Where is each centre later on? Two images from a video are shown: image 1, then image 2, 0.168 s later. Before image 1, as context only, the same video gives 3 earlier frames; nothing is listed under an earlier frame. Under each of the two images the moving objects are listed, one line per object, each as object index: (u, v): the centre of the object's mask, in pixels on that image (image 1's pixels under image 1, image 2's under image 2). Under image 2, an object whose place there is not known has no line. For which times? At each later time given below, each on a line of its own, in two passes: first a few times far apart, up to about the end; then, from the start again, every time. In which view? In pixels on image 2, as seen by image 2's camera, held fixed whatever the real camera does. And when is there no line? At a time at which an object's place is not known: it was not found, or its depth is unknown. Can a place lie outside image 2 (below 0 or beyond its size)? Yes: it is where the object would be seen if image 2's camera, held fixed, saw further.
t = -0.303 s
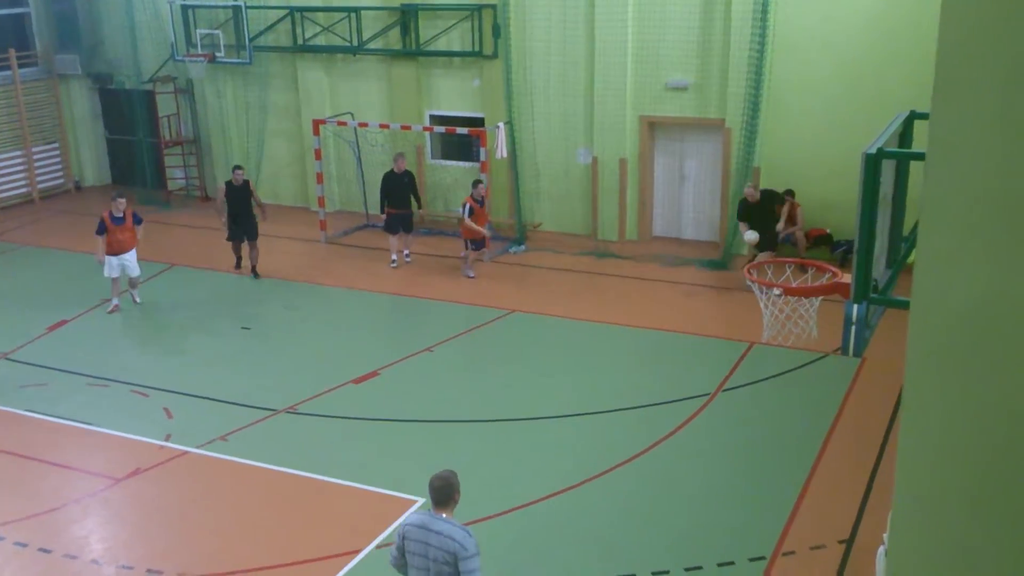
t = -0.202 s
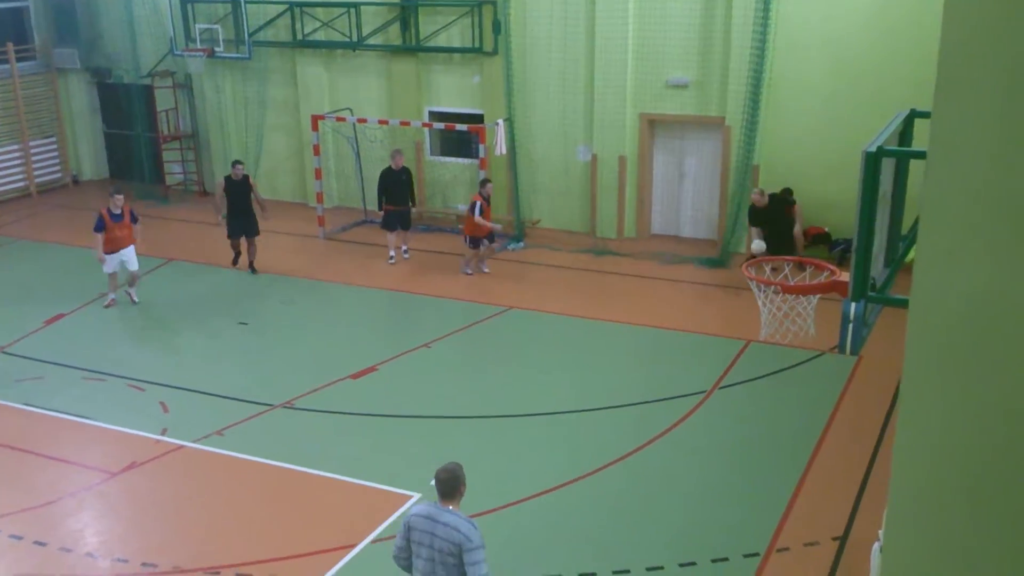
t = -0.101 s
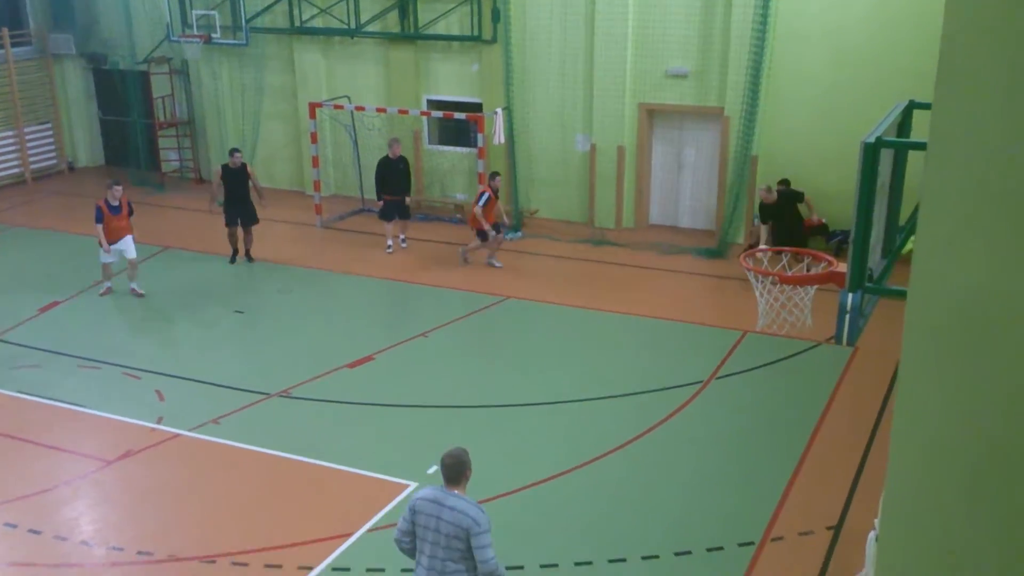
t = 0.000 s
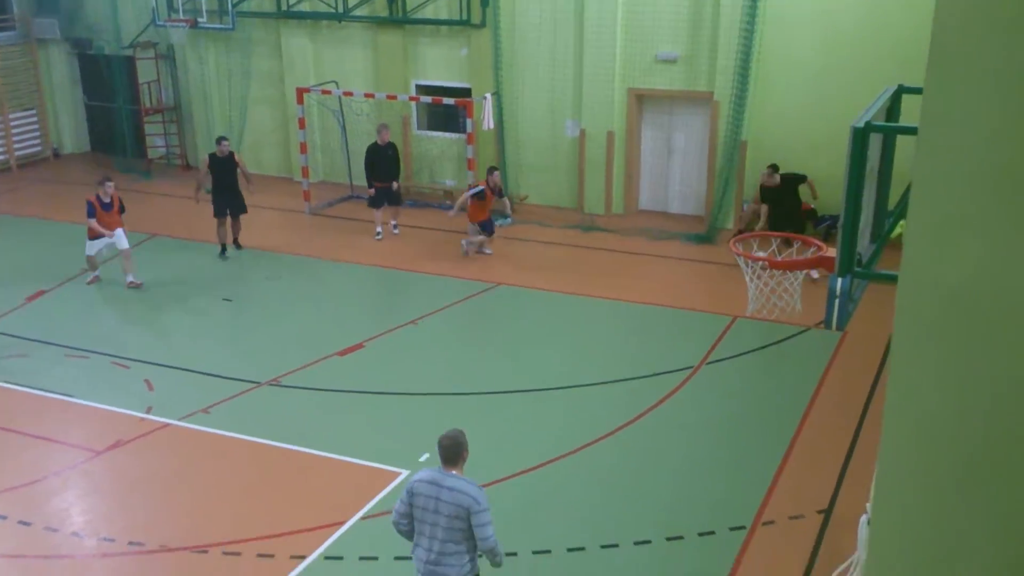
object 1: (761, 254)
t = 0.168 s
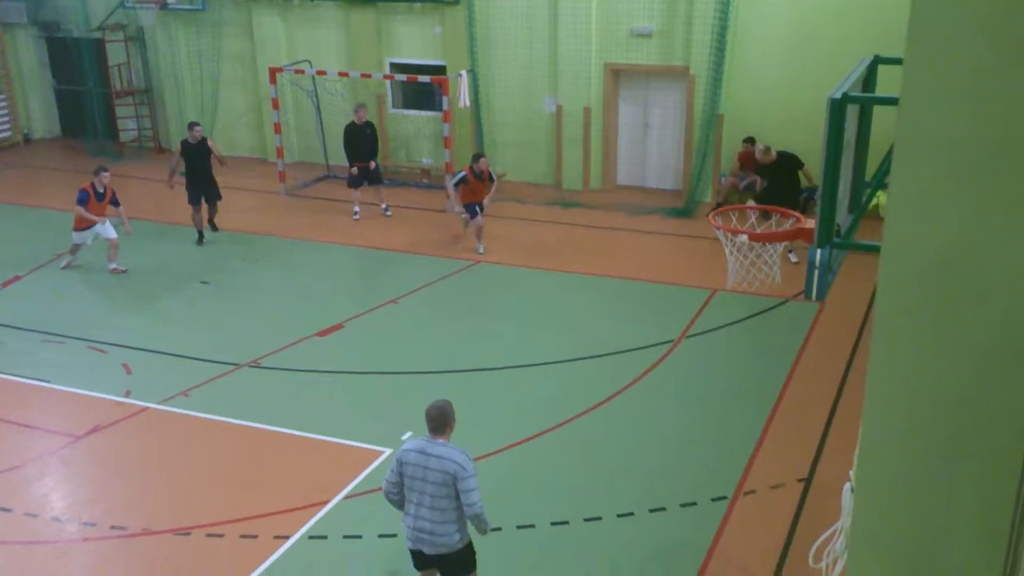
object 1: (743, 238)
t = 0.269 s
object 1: (735, 262)
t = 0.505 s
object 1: (696, 334)
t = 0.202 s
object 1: (743, 245)
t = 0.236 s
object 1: (740, 250)
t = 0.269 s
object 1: (735, 262)
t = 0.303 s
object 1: (727, 275)
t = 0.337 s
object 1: (722, 286)
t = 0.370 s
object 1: (717, 301)
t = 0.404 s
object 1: (712, 311)
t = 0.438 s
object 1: (707, 319)
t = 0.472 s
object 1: (702, 327)
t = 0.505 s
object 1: (696, 334)
